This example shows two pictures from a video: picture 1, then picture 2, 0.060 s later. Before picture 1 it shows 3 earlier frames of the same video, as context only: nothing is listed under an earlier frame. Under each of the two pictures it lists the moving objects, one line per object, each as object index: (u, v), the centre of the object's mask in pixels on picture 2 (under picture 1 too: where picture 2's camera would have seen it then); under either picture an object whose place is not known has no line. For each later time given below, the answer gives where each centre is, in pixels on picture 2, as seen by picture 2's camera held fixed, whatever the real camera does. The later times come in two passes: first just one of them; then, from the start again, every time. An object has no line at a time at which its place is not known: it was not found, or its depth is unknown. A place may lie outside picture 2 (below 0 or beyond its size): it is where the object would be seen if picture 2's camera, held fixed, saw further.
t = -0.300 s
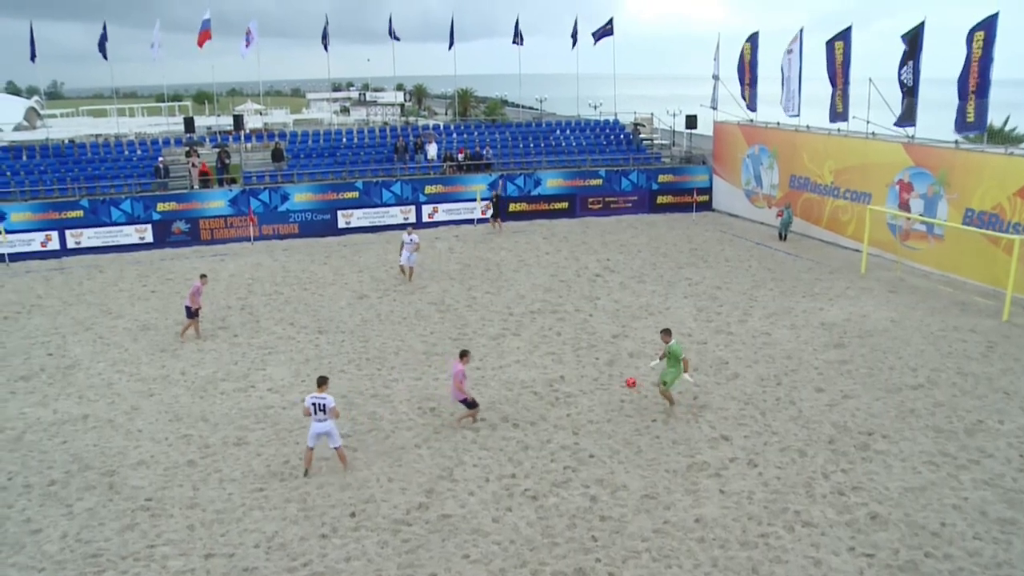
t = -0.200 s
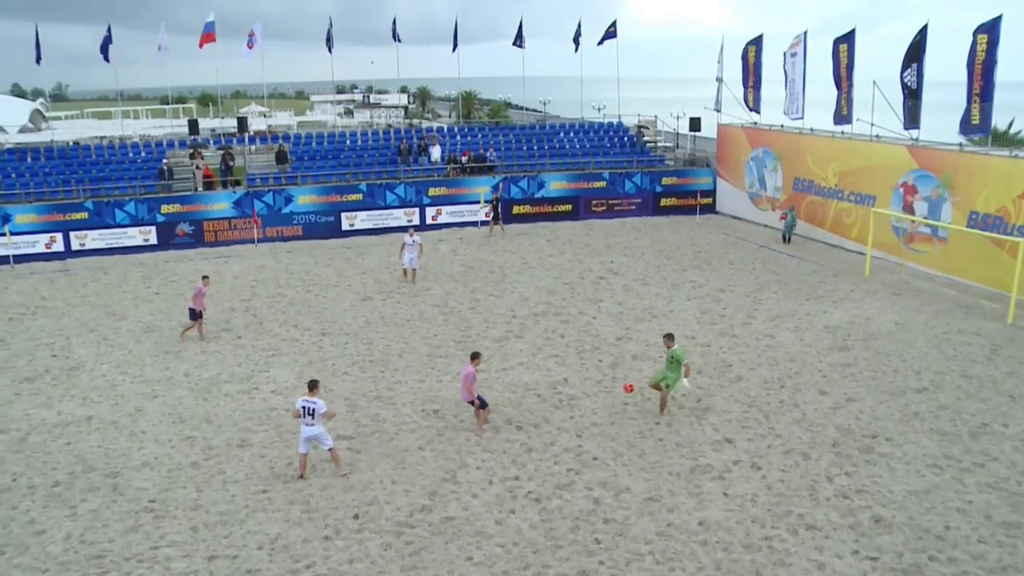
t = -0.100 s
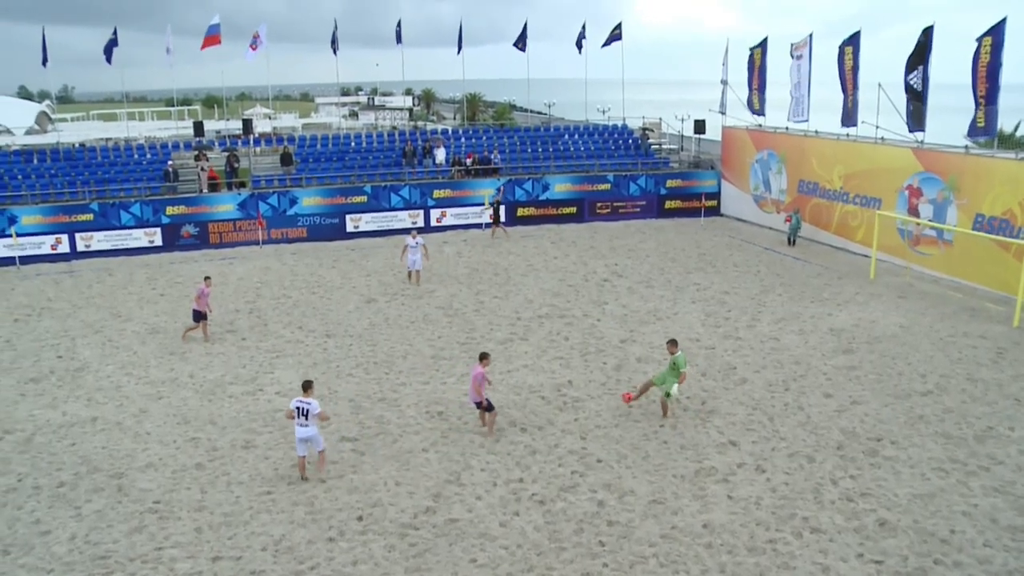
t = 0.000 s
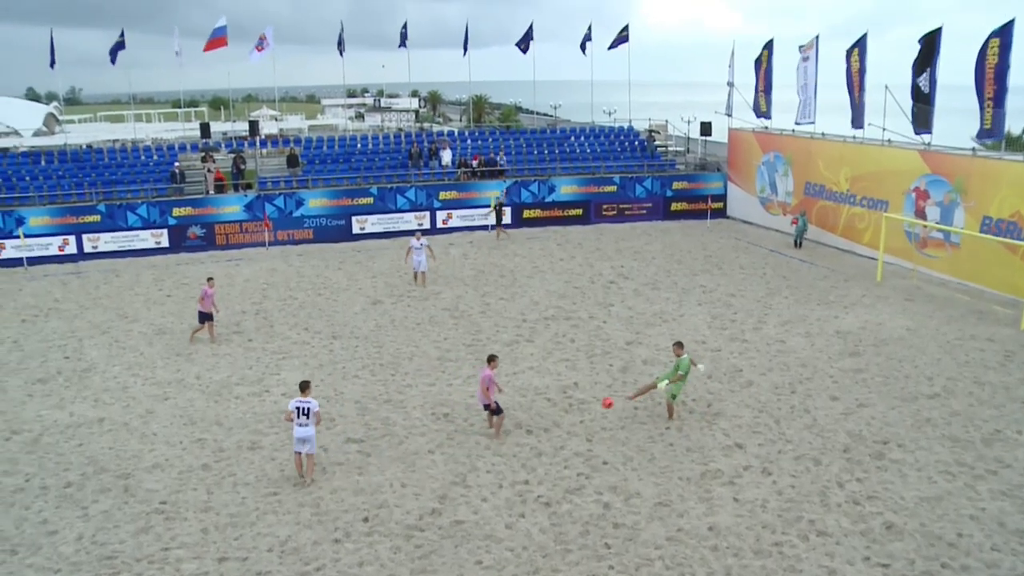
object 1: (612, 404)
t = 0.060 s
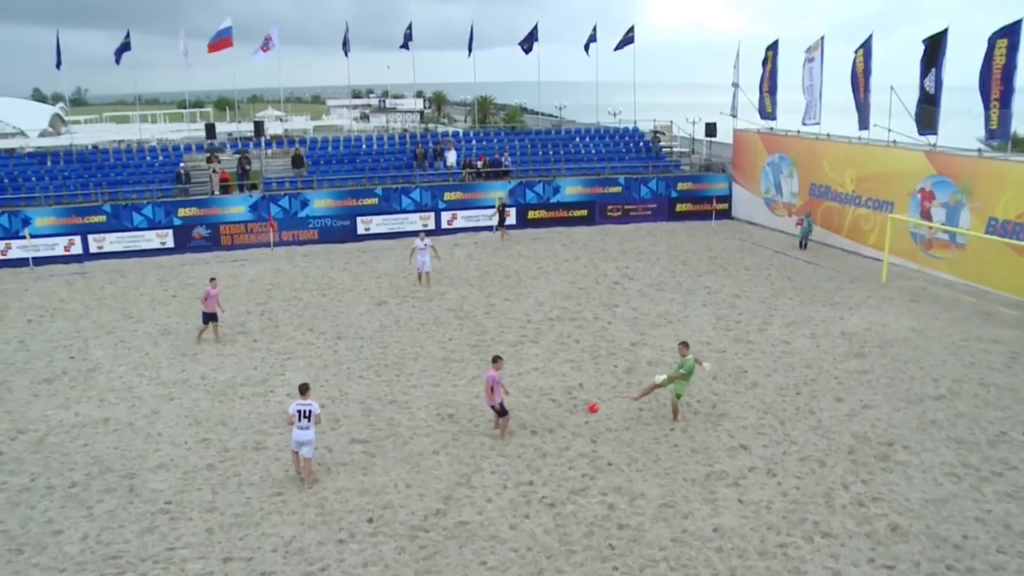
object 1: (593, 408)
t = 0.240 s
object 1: (526, 434)
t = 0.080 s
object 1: (587, 409)
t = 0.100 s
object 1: (579, 411)
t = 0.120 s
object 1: (572, 414)
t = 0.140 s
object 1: (565, 416)
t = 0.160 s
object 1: (557, 419)
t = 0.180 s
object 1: (550, 423)
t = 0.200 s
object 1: (542, 426)
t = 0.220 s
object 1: (534, 430)
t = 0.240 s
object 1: (526, 434)
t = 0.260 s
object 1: (518, 439)
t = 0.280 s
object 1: (510, 443)
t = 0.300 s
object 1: (502, 449)
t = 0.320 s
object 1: (493, 455)
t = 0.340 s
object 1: (483, 460)
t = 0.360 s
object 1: (475, 467)
